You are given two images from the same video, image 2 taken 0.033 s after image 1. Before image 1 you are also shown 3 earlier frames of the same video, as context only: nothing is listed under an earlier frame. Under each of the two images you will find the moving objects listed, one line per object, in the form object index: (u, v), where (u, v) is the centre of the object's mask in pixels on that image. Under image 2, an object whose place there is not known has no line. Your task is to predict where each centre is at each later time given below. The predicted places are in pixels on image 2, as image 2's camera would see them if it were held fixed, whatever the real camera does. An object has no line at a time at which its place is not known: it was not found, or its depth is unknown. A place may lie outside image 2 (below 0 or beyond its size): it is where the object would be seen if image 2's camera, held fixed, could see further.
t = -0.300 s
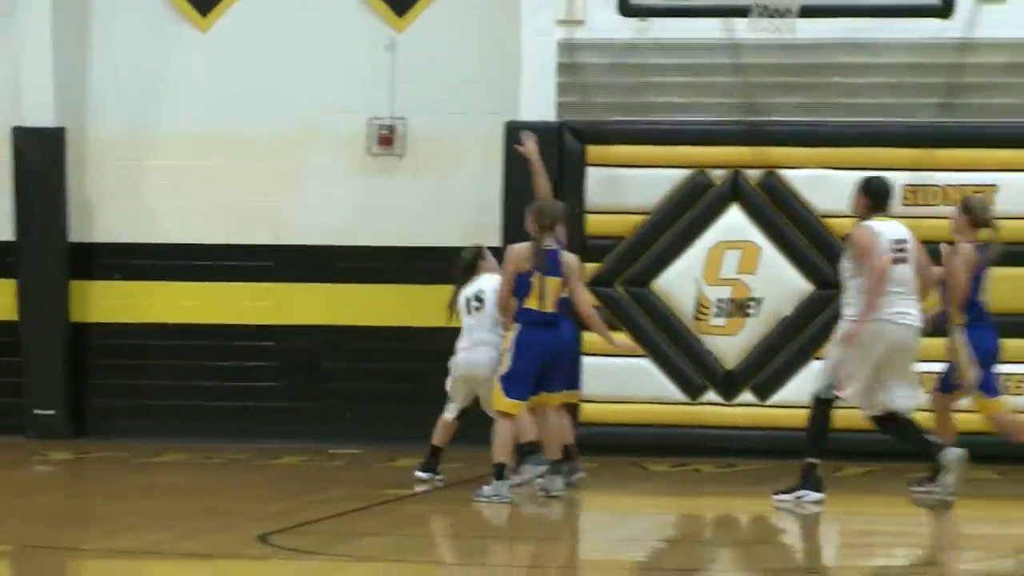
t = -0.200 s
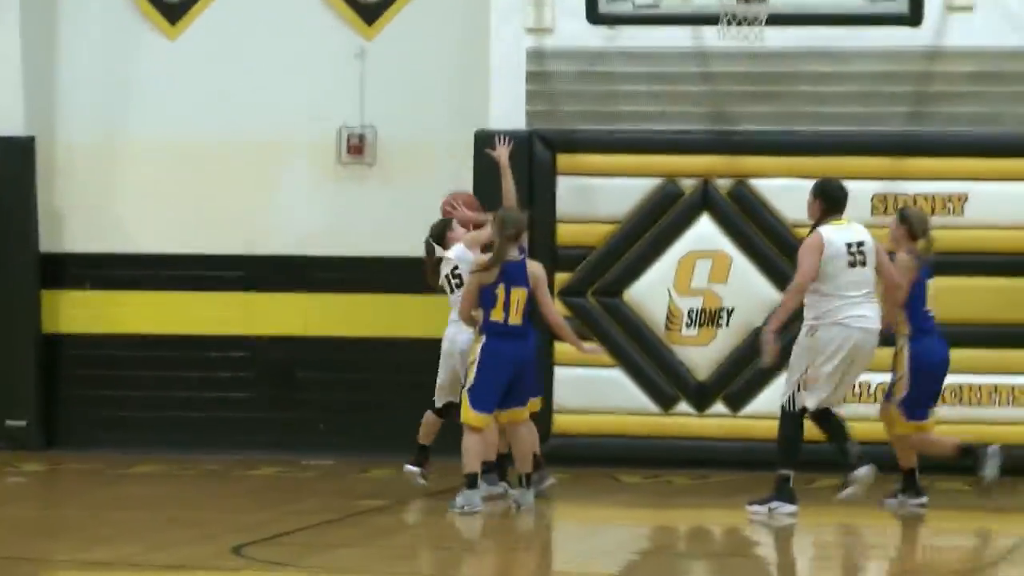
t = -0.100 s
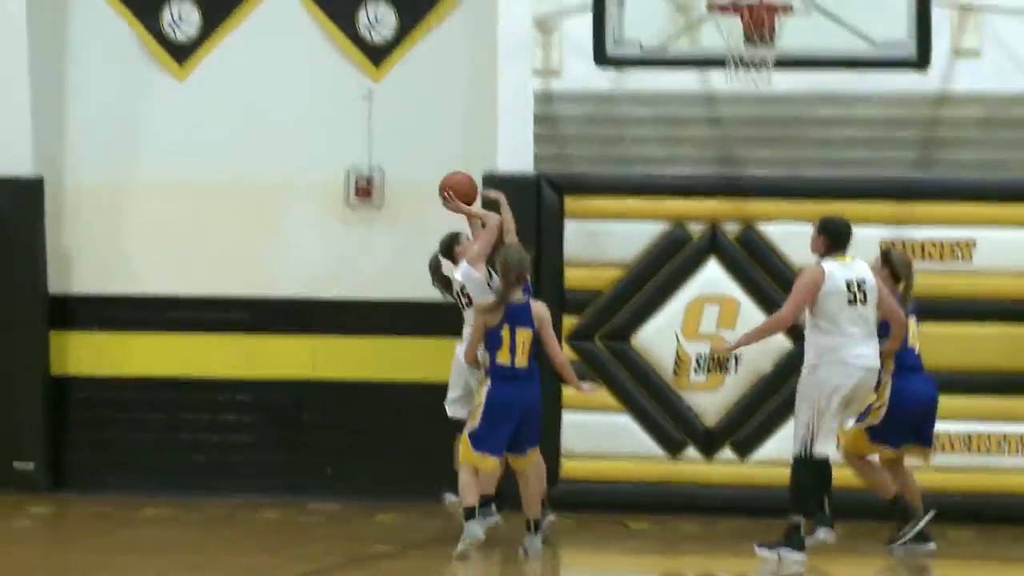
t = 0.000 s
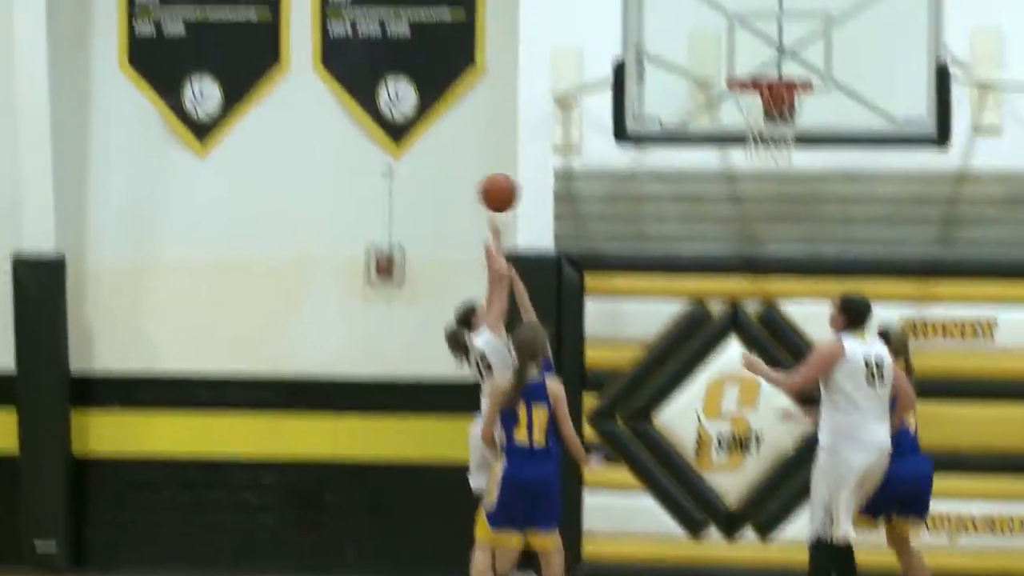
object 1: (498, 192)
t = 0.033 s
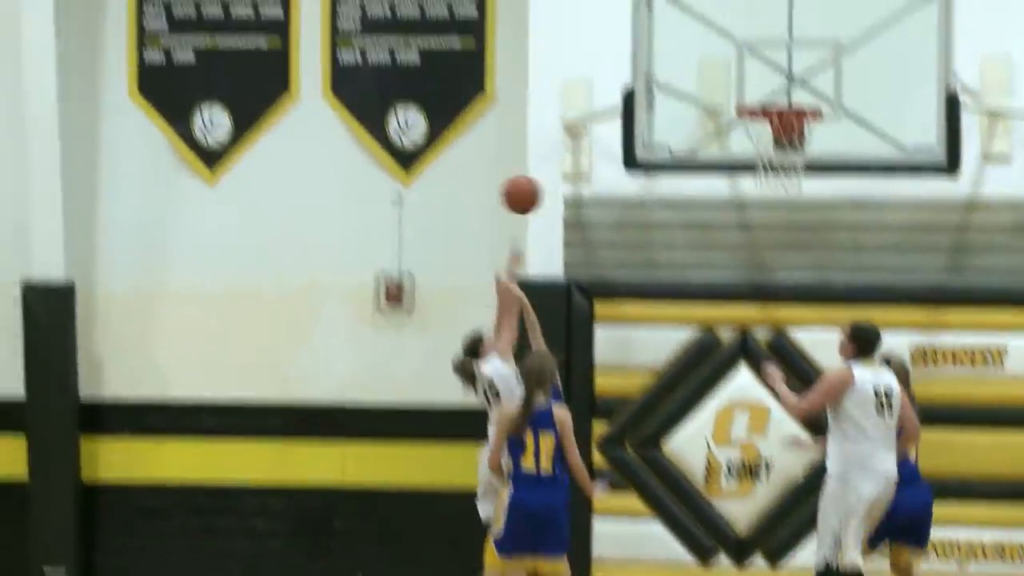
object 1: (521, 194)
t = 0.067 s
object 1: (534, 170)
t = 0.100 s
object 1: (547, 149)
